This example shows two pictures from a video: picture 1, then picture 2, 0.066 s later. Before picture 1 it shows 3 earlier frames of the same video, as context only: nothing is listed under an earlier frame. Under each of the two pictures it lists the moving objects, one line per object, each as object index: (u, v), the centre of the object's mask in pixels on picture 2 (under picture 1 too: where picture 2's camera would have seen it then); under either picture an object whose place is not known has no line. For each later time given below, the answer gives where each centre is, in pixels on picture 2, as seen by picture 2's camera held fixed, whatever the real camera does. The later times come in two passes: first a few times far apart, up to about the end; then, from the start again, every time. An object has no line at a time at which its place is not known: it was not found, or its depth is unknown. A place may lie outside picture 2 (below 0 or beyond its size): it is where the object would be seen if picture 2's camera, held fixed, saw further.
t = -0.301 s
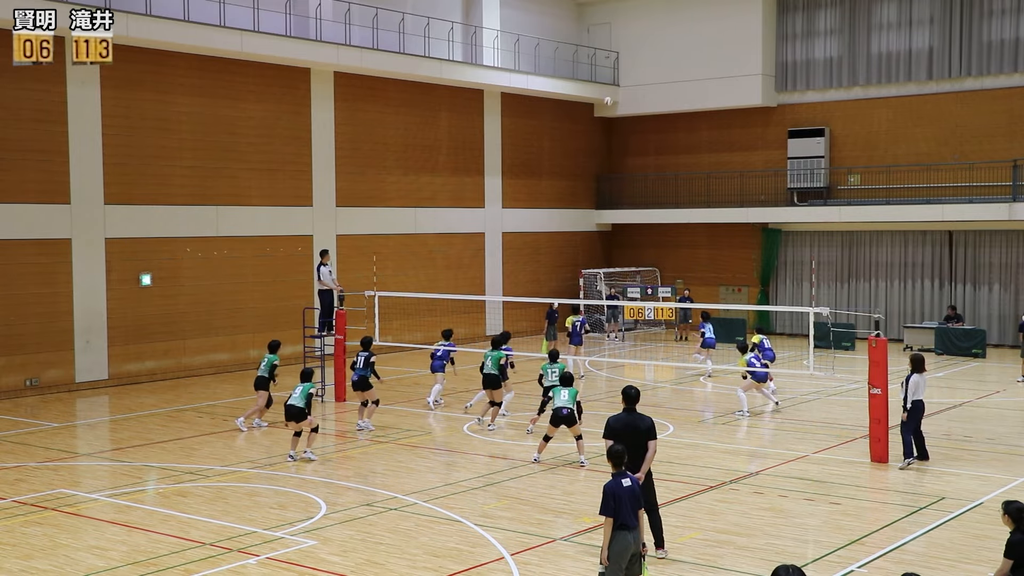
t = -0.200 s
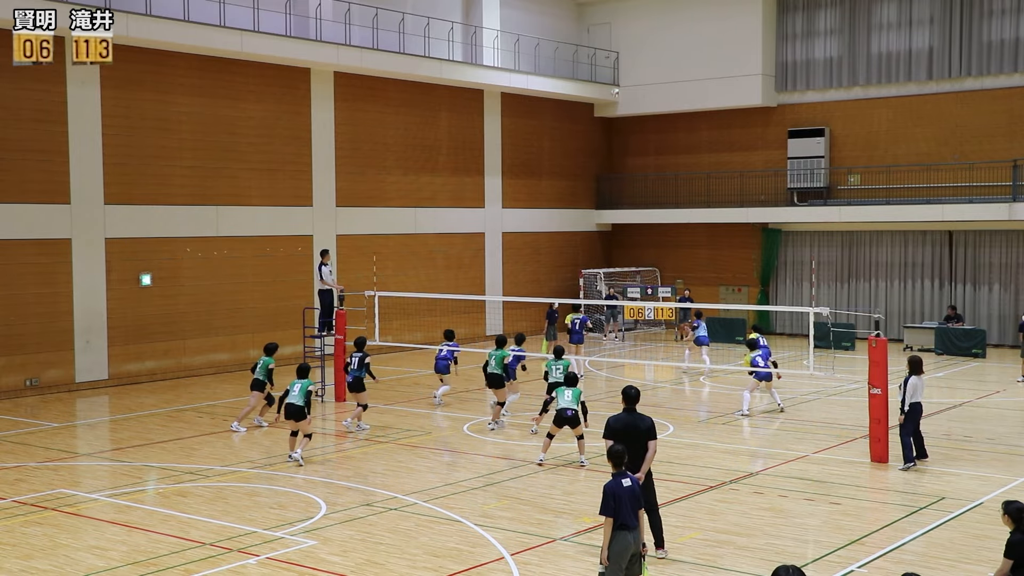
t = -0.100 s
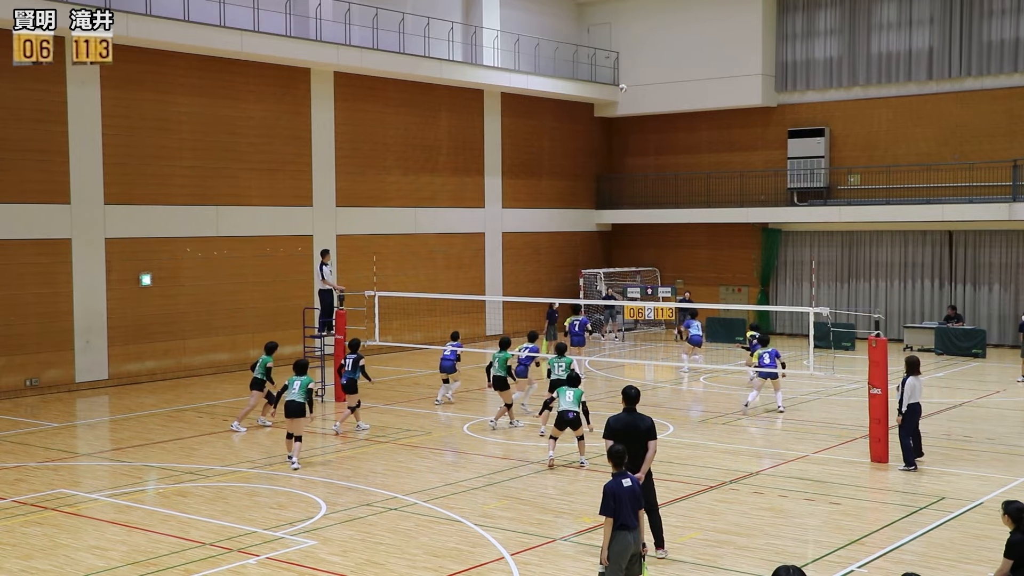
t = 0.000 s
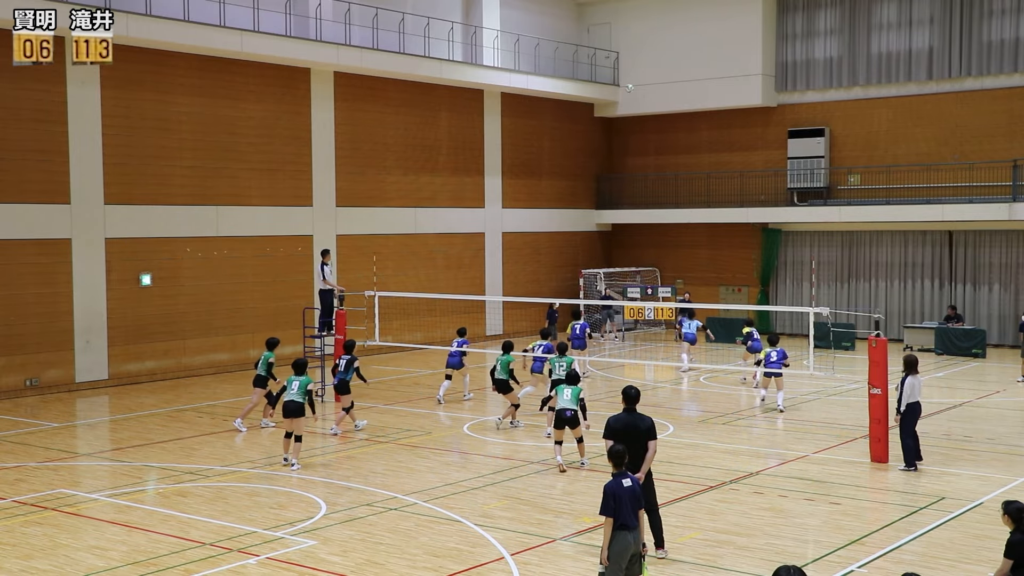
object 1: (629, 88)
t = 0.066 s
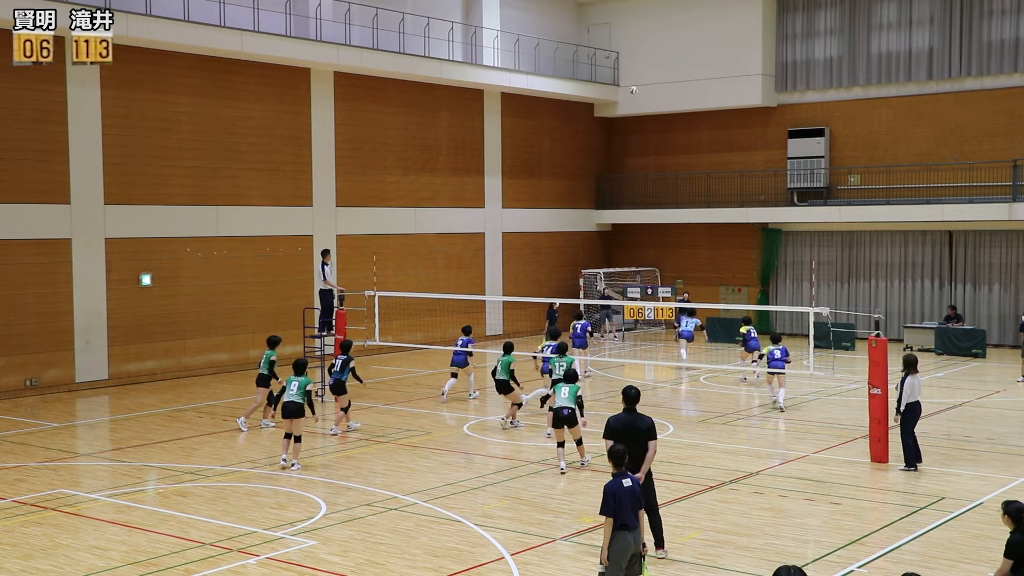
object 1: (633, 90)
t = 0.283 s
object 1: (647, 108)
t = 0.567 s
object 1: (662, 156)
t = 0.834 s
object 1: (675, 221)
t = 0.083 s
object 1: (635, 91)
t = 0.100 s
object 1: (636, 92)
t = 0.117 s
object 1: (637, 93)
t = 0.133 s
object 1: (638, 94)
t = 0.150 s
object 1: (639, 95)
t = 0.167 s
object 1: (640, 97)
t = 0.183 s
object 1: (641, 98)
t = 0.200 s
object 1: (642, 99)
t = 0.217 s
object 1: (643, 101)
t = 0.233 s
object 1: (644, 102)
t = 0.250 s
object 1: (645, 104)
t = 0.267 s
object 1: (646, 106)
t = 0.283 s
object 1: (647, 108)
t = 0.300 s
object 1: (648, 110)
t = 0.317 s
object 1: (649, 113)
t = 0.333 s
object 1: (650, 115)
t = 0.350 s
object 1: (651, 117)
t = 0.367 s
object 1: (652, 120)
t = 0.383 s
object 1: (653, 122)
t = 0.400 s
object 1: (654, 125)
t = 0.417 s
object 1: (654, 128)
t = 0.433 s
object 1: (655, 130)
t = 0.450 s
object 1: (656, 133)
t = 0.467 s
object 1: (657, 136)
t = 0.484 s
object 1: (658, 139)
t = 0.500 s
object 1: (659, 142)
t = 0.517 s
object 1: (660, 145)
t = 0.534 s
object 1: (661, 149)
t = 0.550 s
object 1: (662, 152)
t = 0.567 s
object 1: (662, 156)
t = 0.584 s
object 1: (663, 159)
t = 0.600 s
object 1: (664, 162)
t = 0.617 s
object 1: (665, 166)
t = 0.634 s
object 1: (666, 170)
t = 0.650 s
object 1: (667, 174)
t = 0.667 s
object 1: (668, 178)
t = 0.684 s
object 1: (668, 182)
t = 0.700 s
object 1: (669, 186)
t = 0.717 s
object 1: (670, 190)
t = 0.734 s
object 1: (671, 194)
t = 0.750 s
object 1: (671, 199)
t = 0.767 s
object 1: (672, 203)
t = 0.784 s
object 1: (673, 207)
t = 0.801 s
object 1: (673, 211)
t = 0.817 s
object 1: (674, 217)
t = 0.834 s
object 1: (675, 221)
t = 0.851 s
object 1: (676, 226)
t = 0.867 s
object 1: (676, 231)
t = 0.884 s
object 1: (677, 235)
